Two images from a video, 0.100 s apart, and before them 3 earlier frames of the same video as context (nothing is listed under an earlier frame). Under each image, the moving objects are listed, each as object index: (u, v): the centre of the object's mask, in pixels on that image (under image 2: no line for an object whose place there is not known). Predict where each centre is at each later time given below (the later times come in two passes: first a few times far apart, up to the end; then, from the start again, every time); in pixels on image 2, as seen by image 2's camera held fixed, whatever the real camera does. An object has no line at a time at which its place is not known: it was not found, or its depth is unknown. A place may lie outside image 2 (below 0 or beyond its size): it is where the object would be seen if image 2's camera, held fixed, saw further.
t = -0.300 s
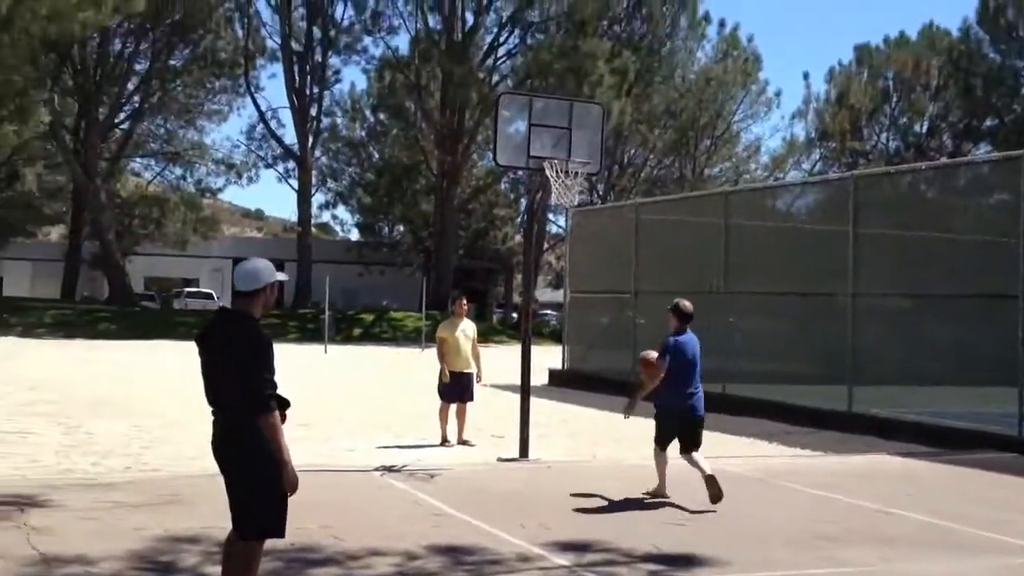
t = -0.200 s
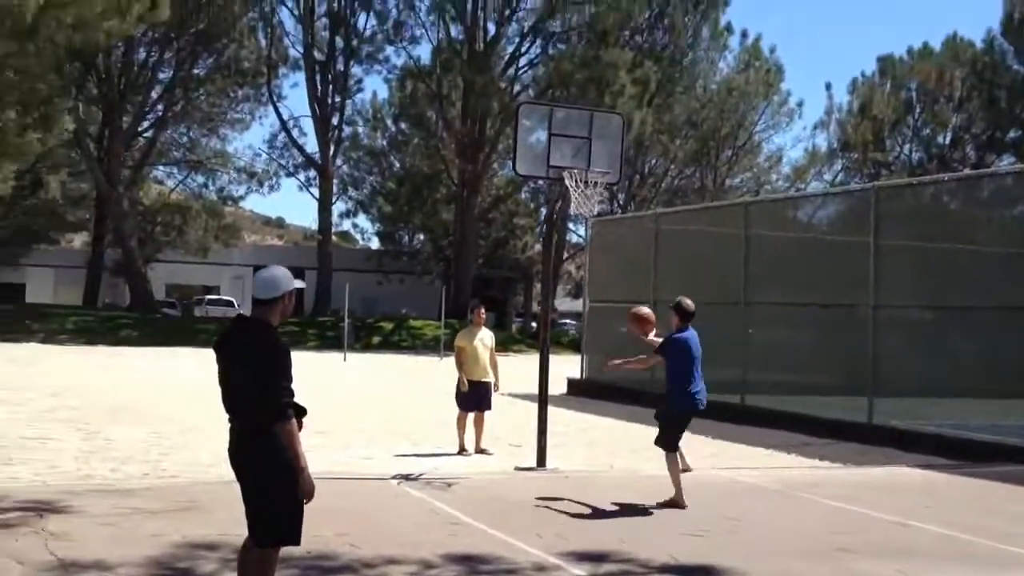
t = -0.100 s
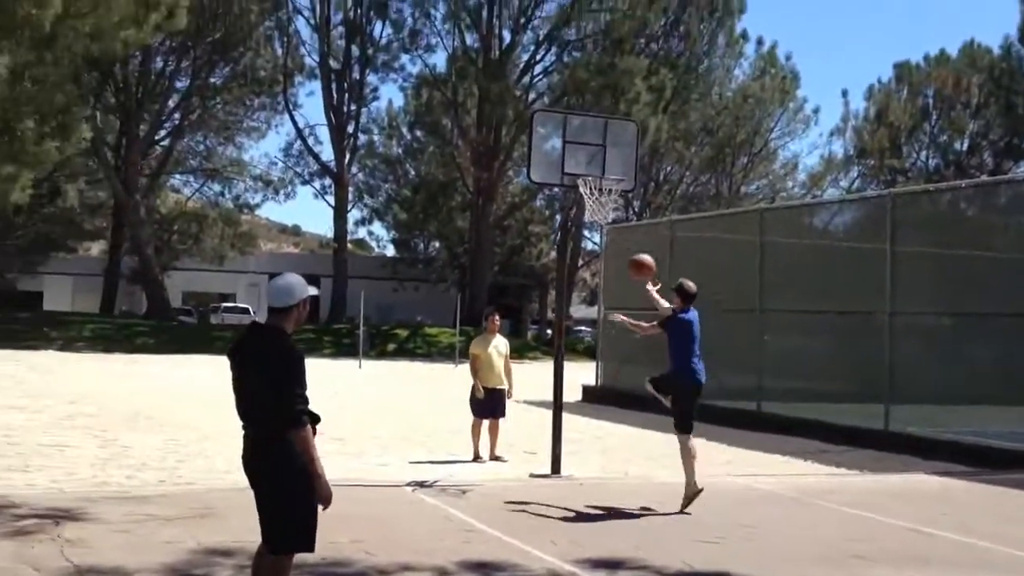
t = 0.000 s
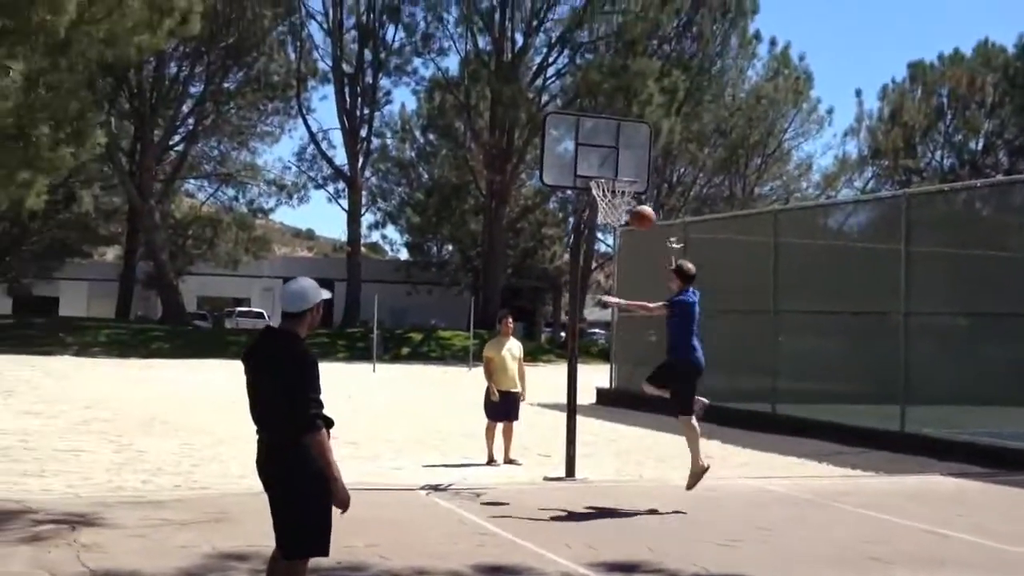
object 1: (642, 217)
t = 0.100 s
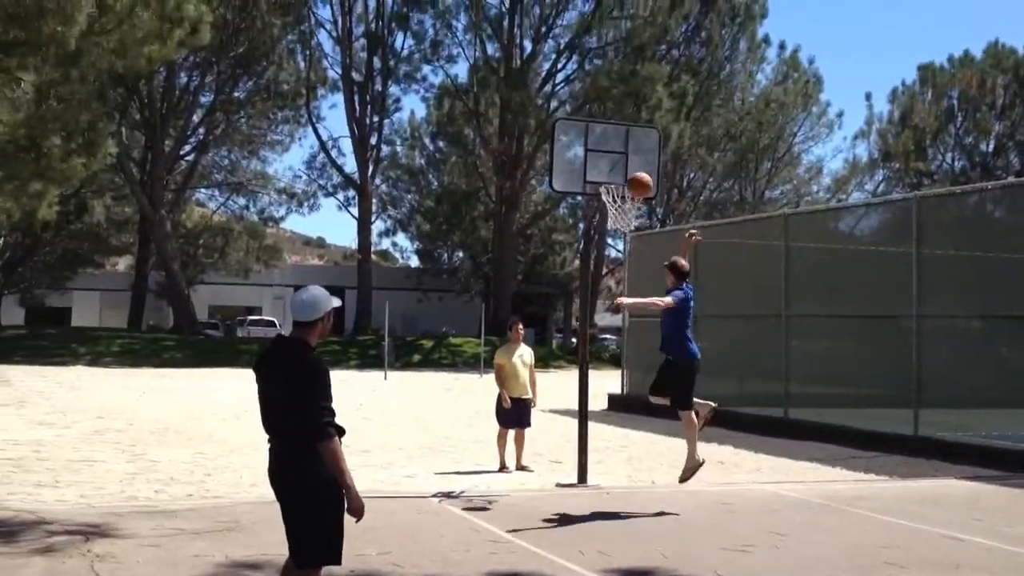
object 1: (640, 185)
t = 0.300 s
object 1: (650, 145)
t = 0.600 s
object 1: (664, 166)
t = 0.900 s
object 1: (676, 293)
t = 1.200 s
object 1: (690, 513)
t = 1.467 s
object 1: (688, 361)
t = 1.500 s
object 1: (688, 347)
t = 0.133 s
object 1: (640, 176)
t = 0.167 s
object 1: (643, 168)
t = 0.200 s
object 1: (645, 161)
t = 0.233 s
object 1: (645, 155)
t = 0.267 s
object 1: (648, 149)
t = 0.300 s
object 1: (650, 145)
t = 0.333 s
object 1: (652, 143)
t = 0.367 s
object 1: (654, 142)
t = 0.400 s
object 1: (655, 142)
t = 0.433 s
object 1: (656, 144)
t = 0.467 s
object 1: (657, 145)
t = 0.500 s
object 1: (659, 148)
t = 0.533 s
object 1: (660, 153)
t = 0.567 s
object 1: (662, 159)
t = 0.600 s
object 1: (664, 166)
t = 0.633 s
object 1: (665, 175)
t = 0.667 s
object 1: (667, 185)
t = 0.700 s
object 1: (668, 196)
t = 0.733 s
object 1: (669, 209)
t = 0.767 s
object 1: (671, 222)
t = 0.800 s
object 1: (673, 236)
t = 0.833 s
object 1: (673, 255)
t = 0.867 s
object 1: (675, 273)
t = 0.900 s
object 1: (676, 293)
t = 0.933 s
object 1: (678, 315)
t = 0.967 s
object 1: (680, 338)
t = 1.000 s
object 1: (681, 364)
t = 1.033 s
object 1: (683, 391)
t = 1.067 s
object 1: (684, 419)
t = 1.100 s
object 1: (686, 450)
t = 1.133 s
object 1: (687, 483)
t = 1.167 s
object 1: (689, 517)
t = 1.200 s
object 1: (690, 513)
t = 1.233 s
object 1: (689, 489)
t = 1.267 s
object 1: (689, 467)
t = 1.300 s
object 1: (689, 445)
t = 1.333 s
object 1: (689, 425)
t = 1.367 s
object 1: (689, 407)
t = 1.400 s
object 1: (689, 391)
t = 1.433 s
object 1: (689, 375)
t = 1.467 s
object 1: (688, 361)
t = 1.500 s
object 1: (688, 347)
